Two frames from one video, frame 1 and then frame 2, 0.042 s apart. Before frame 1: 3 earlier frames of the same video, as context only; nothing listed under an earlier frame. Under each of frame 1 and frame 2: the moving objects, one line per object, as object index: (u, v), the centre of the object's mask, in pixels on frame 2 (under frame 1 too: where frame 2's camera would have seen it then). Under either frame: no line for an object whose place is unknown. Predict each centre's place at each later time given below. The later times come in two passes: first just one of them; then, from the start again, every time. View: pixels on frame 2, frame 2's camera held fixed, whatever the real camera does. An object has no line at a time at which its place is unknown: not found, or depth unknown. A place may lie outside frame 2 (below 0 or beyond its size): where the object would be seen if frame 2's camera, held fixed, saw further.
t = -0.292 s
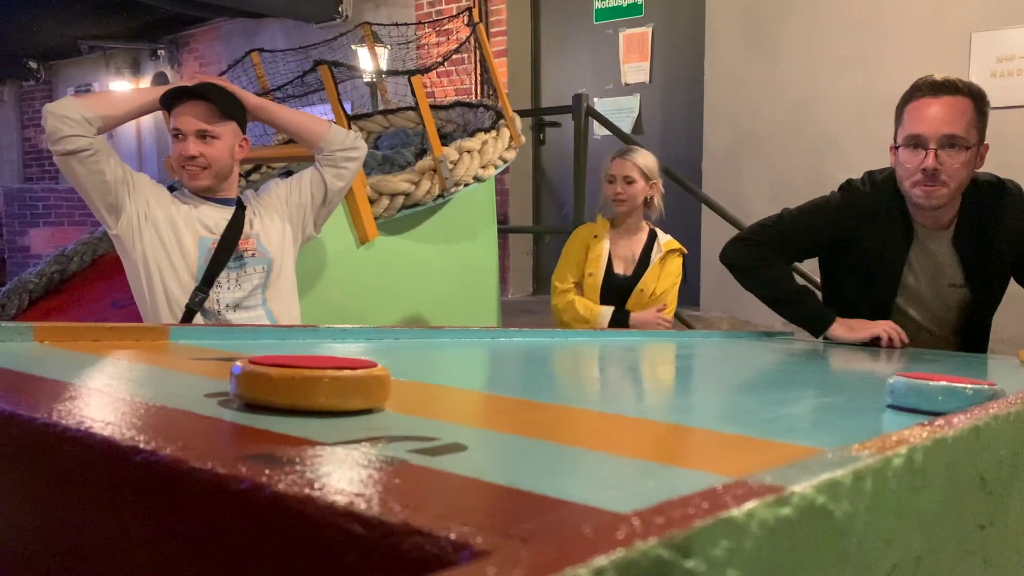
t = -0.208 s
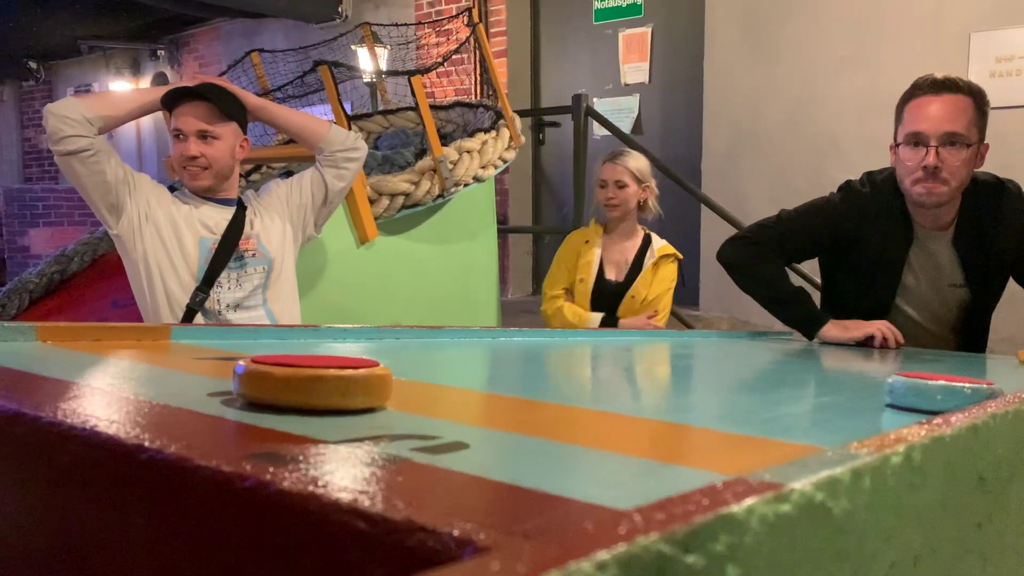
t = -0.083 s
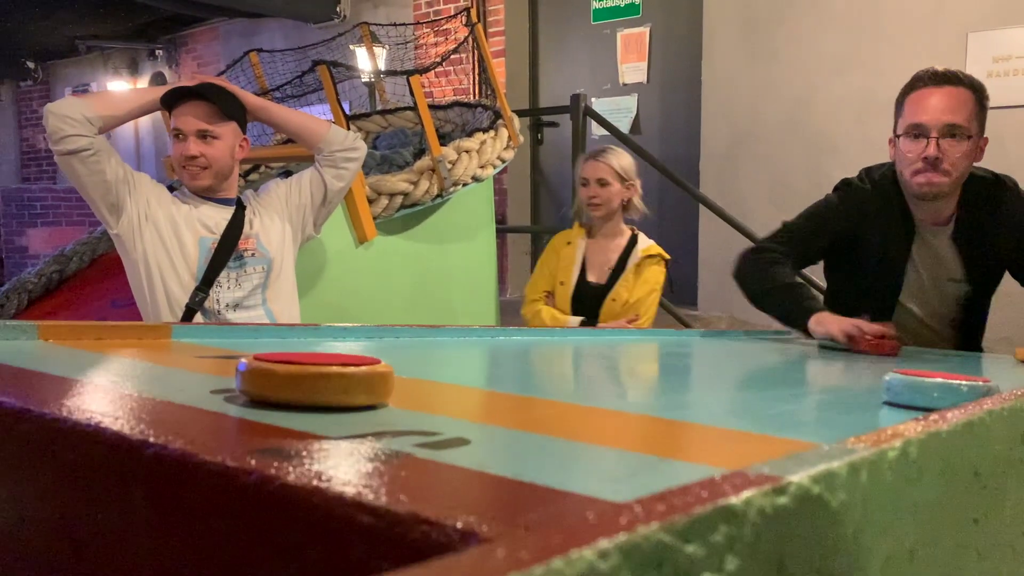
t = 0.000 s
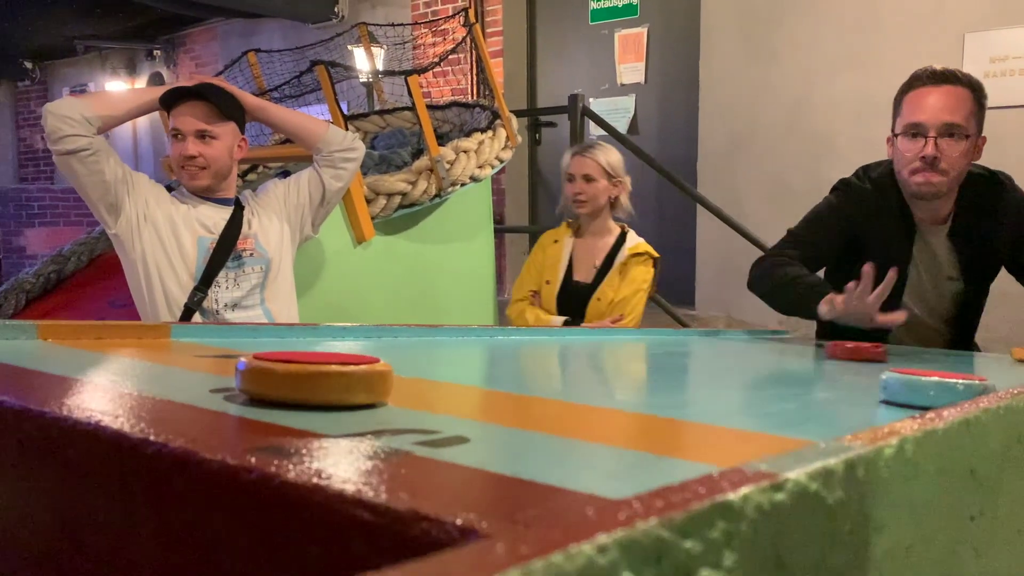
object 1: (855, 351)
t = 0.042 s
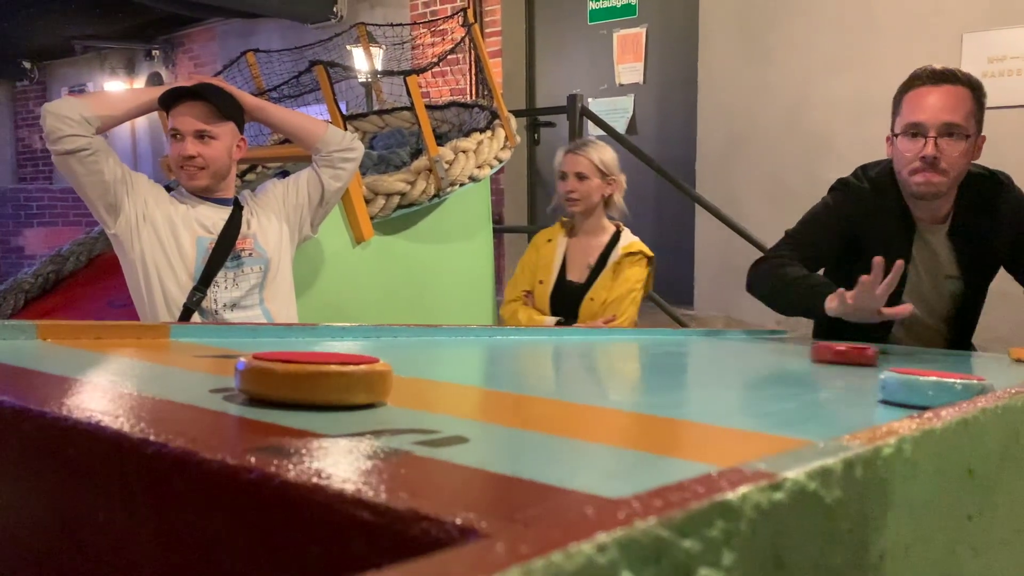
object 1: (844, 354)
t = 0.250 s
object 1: (794, 373)
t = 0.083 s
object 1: (836, 357)
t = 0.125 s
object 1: (826, 361)
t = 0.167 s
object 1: (816, 365)
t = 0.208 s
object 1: (805, 369)
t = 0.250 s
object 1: (794, 373)
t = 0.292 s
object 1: (783, 378)
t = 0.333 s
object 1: (774, 382)
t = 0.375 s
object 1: (766, 386)
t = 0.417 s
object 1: (759, 390)
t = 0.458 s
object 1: (754, 394)
